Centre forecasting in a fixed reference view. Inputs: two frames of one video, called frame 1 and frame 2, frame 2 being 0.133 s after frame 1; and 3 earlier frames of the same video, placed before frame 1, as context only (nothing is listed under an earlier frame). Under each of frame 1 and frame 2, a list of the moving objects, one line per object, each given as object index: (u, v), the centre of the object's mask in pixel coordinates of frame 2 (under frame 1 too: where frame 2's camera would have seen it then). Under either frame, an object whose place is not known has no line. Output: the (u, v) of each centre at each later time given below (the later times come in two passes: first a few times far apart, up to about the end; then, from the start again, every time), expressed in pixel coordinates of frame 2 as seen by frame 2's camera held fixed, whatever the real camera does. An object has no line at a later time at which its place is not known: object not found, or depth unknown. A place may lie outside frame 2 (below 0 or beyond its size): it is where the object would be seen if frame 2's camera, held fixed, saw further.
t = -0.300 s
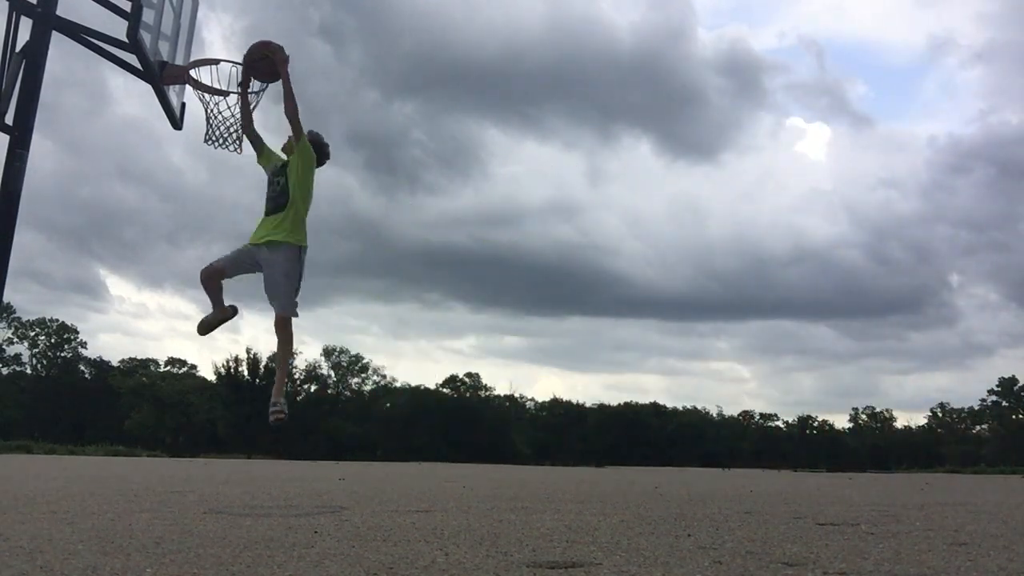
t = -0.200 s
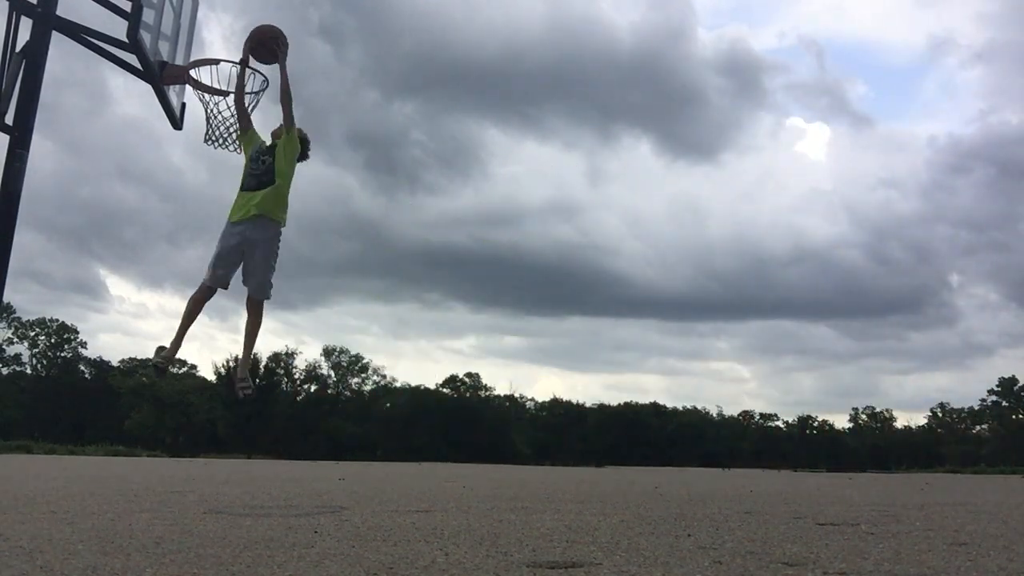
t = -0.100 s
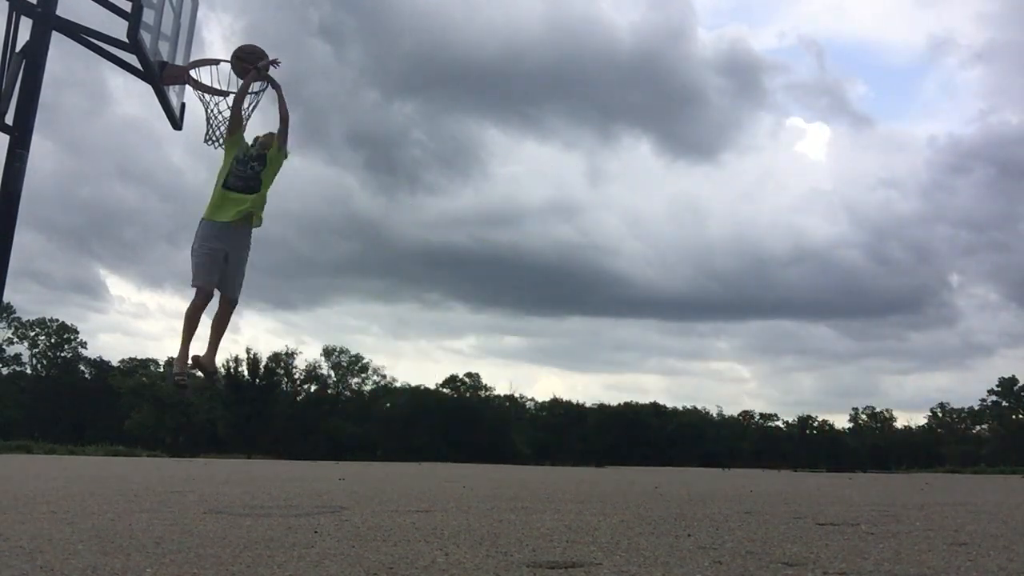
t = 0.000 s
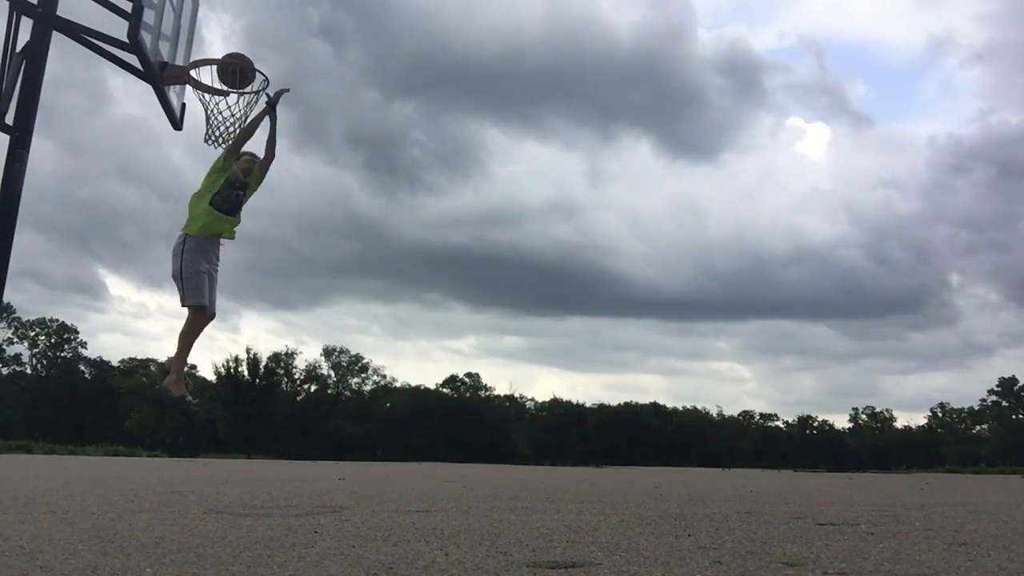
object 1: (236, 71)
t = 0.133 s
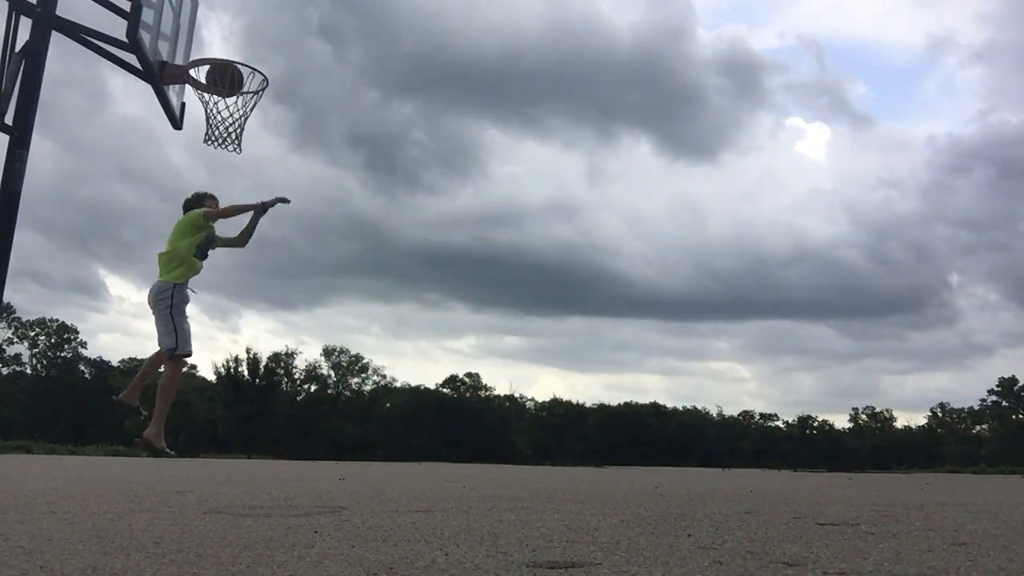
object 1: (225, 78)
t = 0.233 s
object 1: (215, 102)
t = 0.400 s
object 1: (196, 168)
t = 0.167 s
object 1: (222, 85)
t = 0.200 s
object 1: (218, 93)
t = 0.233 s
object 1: (215, 102)
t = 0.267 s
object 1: (211, 112)
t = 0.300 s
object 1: (202, 121)
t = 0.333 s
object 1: (198, 138)
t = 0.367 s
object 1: (200, 152)
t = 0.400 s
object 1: (196, 168)
